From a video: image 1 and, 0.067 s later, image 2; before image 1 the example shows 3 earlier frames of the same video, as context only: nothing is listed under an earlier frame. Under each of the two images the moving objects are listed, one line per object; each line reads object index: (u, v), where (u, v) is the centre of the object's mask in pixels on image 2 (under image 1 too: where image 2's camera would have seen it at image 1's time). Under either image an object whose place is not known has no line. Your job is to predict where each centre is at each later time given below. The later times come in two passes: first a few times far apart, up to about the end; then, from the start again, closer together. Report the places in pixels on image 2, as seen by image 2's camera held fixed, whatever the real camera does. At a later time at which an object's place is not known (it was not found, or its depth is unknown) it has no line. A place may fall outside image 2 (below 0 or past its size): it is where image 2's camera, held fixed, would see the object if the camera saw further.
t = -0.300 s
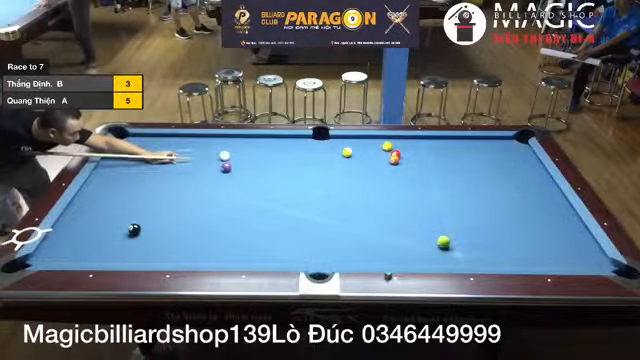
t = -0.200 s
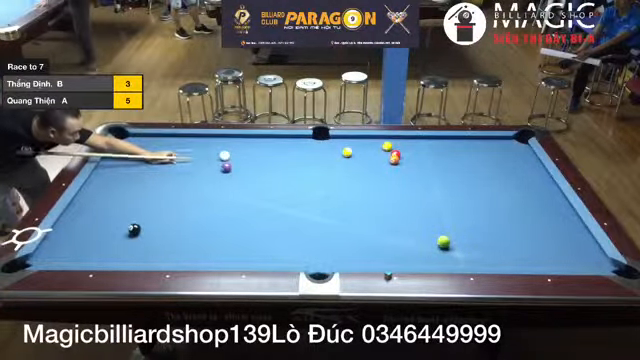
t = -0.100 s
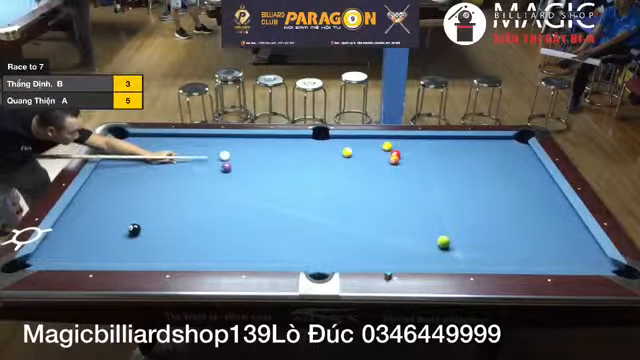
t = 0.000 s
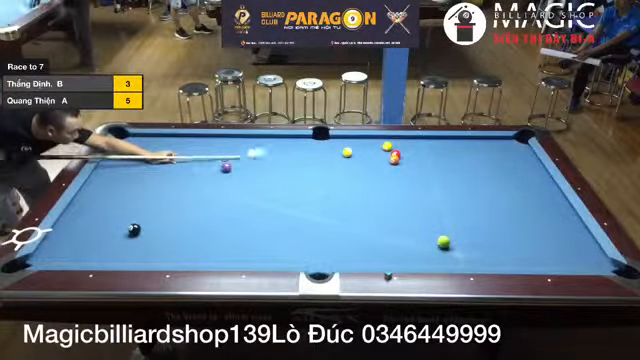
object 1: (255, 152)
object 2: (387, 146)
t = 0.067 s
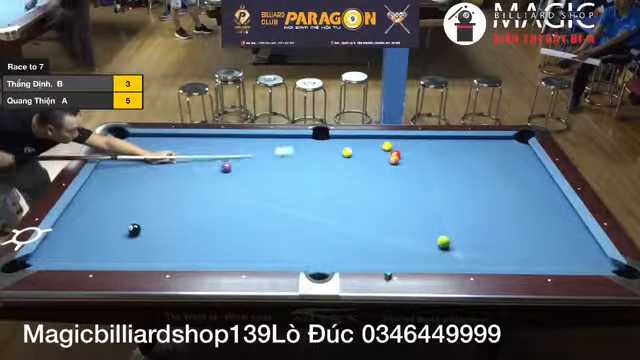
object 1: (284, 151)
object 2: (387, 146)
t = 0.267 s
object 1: (354, 146)
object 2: (387, 146)
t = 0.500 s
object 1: (380, 138)
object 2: (424, 150)
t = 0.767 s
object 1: (379, 141)
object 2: (475, 158)
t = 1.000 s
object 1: (377, 146)
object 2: (521, 163)
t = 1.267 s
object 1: (375, 150)
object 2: (521, 168)
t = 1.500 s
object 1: (373, 153)
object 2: (501, 172)
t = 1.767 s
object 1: (372, 156)
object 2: (480, 176)
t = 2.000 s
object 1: (370, 159)
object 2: (461, 180)
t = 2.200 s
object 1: (369, 162)
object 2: (439, 184)
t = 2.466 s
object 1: (368, 163)
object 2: (419, 187)
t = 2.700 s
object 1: (367, 165)
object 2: (401, 191)
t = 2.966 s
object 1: (366, 167)
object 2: (382, 196)
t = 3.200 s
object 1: (366, 167)
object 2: (366, 198)
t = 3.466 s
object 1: (366, 167)
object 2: (347, 201)
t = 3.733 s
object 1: (366, 167)
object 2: (329, 204)
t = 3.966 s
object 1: (366, 167)
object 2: (315, 207)
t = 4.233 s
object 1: (366, 167)
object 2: (299, 208)
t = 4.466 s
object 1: (366, 167)
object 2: (285, 214)
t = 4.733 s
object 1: (366, 167)
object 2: (272, 216)
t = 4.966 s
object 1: (366, 167)
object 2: (260, 218)
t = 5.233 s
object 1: (366, 167)
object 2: (247, 220)
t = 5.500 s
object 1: (366, 167)
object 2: (237, 222)
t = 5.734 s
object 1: (366, 168)
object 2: (227, 224)
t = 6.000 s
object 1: (366, 168)
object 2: (218, 226)
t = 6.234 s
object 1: (366, 167)
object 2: (211, 227)
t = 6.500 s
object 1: (366, 167)
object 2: (204, 229)
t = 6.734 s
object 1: (366, 167)
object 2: (199, 230)
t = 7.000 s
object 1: (366, 167)
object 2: (195, 230)
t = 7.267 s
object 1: (366, 168)
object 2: (192, 231)
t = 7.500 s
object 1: (366, 167)
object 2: (191, 231)
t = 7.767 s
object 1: (366, 168)
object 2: (190, 231)
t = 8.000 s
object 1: (366, 168)
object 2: (190, 231)
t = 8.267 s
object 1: (366, 168)
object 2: (190, 231)
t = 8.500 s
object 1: (366, 168)
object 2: (190, 231)
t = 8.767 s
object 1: (366, 168)
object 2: (190, 231)
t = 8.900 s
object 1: (366, 168)
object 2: (190, 231)
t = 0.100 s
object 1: (297, 150)
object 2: (387, 146)
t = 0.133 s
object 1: (309, 150)
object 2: (387, 146)
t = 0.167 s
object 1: (321, 149)
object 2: (387, 146)
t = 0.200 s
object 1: (332, 148)
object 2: (387, 146)
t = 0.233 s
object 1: (343, 146)
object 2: (387, 146)
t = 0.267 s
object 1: (354, 146)
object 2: (387, 146)
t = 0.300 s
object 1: (365, 145)
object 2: (387, 146)
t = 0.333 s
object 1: (374, 145)
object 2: (387, 146)
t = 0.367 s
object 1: (378, 144)
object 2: (389, 146)
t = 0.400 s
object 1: (379, 142)
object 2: (401, 148)
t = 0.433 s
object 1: (379, 141)
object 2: (409, 148)
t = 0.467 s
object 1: (380, 139)
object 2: (416, 149)
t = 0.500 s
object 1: (380, 138)
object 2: (424, 150)
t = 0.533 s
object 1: (380, 138)
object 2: (430, 151)
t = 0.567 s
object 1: (380, 138)
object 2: (437, 152)
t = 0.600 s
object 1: (380, 139)
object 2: (444, 153)
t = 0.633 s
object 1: (380, 139)
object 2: (451, 154)
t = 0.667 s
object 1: (379, 140)
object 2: (457, 155)
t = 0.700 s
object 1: (379, 140)
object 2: (463, 156)
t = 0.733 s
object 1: (379, 141)
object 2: (469, 156)
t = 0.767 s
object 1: (379, 141)
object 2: (475, 158)
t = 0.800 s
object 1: (378, 143)
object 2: (481, 158)
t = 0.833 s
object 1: (378, 143)
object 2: (489, 159)
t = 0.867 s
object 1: (378, 143)
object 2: (495, 160)
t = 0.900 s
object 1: (378, 143)
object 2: (501, 161)
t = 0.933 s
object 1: (377, 144)
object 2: (507, 162)
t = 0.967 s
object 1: (377, 145)
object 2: (515, 162)
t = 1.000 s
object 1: (377, 146)
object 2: (521, 163)
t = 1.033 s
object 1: (377, 146)
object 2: (528, 164)
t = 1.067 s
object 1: (376, 147)
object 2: (535, 165)
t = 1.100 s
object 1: (376, 147)
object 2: (537, 165)
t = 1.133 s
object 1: (376, 147)
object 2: (534, 166)
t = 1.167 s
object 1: (376, 148)
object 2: (530, 167)
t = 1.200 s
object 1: (375, 149)
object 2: (527, 167)
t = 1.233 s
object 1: (375, 149)
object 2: (524, 168)
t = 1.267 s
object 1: (375, 150)
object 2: (521, 168)
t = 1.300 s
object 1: (375, 150)
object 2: (518, 169)
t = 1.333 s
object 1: (375, 150)
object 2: (516, 169)
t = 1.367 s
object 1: (374, 151)
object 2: (515, 169)
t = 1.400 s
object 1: (374, 151)
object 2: (511, 170)
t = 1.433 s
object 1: (374, 152)
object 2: (507, 171)
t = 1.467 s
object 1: (373, 153)
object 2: (504, 172)
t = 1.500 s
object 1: (373, 153)
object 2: (501, 172)
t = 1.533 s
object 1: (373, 153)
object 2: (498, 172)
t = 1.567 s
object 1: (373, 154)
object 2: (496, 173)
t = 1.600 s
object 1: (373, 154)
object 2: (493, 174)
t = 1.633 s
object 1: (373, 155)
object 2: (490, 174)
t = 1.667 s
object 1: (373, 155)
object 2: (488, 175)
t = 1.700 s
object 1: (372, 155)
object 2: (485, 175)
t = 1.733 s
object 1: (372, 156)
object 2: (482, 176)
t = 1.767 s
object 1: (372, 156)
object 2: (480, 176)
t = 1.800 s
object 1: (372, 156)
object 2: (477, 177)
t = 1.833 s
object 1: (372, 157)
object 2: (475, 177)
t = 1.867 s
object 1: (371, 158)
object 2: (471, 178)
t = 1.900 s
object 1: (371, 158)
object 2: (469, 178)
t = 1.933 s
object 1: (371, 158)
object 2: (466, 179)
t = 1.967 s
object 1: (371, 159)
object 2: (463, 180)
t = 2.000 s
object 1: (370, 159)
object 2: (461, 180)
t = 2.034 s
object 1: (370, 159)
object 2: (458, 180)
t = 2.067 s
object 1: (370, 160)
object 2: (453, 181)
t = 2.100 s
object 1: (370, 160)
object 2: (451, 181)
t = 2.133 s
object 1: (369, 161)
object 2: (447, 182)
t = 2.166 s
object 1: (369, 161)
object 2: (442, 183)
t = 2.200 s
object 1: (369, 162)
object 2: (439, 184)
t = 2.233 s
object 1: (369, 162)
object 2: (437, 184)
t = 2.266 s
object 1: (369, 162)
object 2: (434, 185)
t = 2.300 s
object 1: (369, 162)
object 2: (432, 185)
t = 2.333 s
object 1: (369, 163)
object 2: (429, 186)
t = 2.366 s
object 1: (369, 163)
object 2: (426, 186)
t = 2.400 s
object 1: (368, 163)
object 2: (424, 187)
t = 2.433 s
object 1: (368, 163)
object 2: (422, 187)
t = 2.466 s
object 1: (368, 163)
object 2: (419, 187)
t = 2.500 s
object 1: (368, 164)
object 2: (416, 188)
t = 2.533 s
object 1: (368, 164)
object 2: (414, 189)
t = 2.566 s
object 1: (368, 164)
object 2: (411, 190)
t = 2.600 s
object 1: (367, 164)
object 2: (410, 190)
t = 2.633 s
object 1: (367, 164)
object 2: (406, 190)
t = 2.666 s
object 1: (367, 164)
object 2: (405, 190)
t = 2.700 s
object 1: (367, 165)
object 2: (401, 191)
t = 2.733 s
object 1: (367, 165)
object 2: (399, 192)
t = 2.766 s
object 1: (367, 165)
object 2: (398, 192)
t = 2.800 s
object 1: (367, 165)
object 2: (395, 192)
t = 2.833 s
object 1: (367, 166)
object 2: (392, 193)
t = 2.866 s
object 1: (367, 166)
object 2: (390, 194)
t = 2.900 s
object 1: (367, 166)
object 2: (388, 194)
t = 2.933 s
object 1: (366, 167)
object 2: (386, 195)
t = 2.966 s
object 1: (366, 167)
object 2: (382, 196)
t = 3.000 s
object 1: (366, 167)
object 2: (379, 196)
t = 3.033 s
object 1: (366, 167)
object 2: (377, 197)
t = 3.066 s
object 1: (366, 167)
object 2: (375, 197)
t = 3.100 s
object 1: (366, 167)
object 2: (372, 197)
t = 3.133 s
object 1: (366, 167)
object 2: (370, 197)
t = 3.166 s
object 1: (366, 167)
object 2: (368, 198)
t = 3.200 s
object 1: (366, 167)
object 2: (366, 198)
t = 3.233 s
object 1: (366, 167)
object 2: (363, 199)
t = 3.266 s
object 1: (366, 167)
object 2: (360, 199)
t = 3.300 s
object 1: (366, 167)
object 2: (358, 199)
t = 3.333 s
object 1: (366, 167)
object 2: (356, 200)
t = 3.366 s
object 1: (366, 167)
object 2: (354, 200)
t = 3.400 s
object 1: (366, 167)
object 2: (352, 201)
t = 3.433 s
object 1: (366, 167)
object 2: (349, 201)
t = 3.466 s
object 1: (366, 167)
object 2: (347, 201)
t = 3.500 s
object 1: (366, 167)
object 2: (345, 202)
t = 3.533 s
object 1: (366, 167)
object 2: (343, 202)
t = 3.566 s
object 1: (366, 167)
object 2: (340, 203)
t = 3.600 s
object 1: (366, 167)
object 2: (338, 203)
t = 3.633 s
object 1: (366, 167)
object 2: (336, 203)
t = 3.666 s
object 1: (366, 167)
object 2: (334, 204)
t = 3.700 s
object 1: (366, 167)
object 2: (332, 204)
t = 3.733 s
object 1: (366, 167)
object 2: (329, 204)
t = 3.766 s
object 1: (366, 167)
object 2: (327, 205)
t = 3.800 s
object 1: (366, 167)
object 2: (325, 205)
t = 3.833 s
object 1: (366, 167)
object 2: (323, 205)
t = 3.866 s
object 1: (366, 167)
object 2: (322, 206)
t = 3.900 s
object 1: (366, 167)
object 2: (320, 206)
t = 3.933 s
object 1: (366, 167)
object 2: (317, 207)
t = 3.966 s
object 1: (366, 167)
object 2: (315, 207)
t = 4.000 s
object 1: (366, 167)
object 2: (313, 207)
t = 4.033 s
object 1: (366, 167)
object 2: (310, 208)
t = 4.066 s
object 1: (366, 167)
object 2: (309, 209)
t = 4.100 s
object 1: (366, 167)
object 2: (307, 209)
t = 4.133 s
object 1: (366, 167)
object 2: (305, 209)
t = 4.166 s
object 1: (366, 167)
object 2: (303, 210)
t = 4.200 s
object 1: (366, 167)
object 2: (300, 210)
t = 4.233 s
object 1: (366, 167)
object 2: (299, 208)
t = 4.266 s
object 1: (366, 167)
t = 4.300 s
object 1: (366, 167)
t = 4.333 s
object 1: (366, 167)
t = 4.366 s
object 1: (366, 167)
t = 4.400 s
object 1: (366, 167)
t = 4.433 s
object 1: (366, 167)
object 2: (288, 213)
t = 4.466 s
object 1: (366, 167)
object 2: (285, 214)
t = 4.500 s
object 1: (366, 167)
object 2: (284, 214)
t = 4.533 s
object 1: (366, 167)
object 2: (282, 214)
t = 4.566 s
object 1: (366, 167)
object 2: (281, 214)
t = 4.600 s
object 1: (366, 167)
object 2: (278, 214)
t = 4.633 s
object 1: (366, 167)
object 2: (277, 215)
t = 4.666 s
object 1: (366, 167)
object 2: (275, 215)
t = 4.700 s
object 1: (366, 167)
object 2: (273, 215)
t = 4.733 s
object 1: (366, 167)
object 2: (272, 216)
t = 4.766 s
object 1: (366, 167)
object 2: (270, 216)
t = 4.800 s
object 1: (366, 167)
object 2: (268, 217)
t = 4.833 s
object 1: (366, 167)
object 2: (266, 217)
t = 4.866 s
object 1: (366, 167)
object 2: (265, 217)
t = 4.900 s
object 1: (366, 167)
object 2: (263, 217)
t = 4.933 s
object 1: (366, 167)
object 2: (262, 218)
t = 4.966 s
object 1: (366, 167)
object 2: (260, 218)
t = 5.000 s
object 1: (366, 167)
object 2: (258, 219)
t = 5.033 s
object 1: (366, 167)
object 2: (257, 219)
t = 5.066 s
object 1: (366, 167)
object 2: (255, 219)
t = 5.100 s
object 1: (366, 167)
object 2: (253, 219)
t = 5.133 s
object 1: (366, 167)
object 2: (251, 220)
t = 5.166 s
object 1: (366, 167)
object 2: (250, 220)
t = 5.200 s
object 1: (366, 167)
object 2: (249, 220)
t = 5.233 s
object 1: (366, 167)
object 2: (247, 220)
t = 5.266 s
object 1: (366, 167)
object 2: (246, 221)
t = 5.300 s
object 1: (366, 167)
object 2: (244, 221)
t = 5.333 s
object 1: (366, 167)
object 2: (243, 221)
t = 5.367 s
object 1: (366, 167)
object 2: (242, 221)
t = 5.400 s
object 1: (366, 167)
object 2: (241, 222)
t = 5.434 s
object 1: (366, 167)
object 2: (239, 222)
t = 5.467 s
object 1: (366, 167)
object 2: (238, 222)
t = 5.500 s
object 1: (366, 167)
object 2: (237, 222)
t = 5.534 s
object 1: (366, 167)
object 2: (235, 222)
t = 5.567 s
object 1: (366, 167)
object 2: (234, 223)
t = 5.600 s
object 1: (366, 167)
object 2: (232, 223)
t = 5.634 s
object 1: (366, 168)
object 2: (231, 223)
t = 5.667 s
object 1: (366, 168)
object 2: (230, 223)
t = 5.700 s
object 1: (366, 168)
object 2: (228, 224)
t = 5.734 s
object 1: (366, 168)
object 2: (227, 224)
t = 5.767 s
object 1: (366, 168)
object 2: (226, 224)
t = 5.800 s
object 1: (366, 168)
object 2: (225, 224)
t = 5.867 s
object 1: (366, 168)
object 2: (223, 225)
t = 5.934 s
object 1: (366, 168)
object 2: (220, 226)
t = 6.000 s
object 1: (366, 168)
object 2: (218, 226)
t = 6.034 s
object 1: (366, 167)
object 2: (217, 226)
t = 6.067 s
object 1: (366, 167)
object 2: (216, 226)
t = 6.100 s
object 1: (366, 167)
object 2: (215, 226)
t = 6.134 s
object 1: (366, 167)
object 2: (214, 227)
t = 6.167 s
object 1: (366, 167)
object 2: (213, 227)
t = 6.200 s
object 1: (366, 167)
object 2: (212, 227)
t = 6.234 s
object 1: (366, 167)
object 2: (211, 227)
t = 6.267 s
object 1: (366, 167)
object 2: (210, 228)
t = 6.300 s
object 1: (366, 167)
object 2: (210, 228)
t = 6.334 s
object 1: (366, 167)
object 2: (208, 228)
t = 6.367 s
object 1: (366, 167)
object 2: (207, 228)
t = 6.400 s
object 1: (366, 167)
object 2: (207, 228)
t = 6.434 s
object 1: (366, 167)
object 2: (206, 228)
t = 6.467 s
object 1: (366, 167)
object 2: (205, 228)
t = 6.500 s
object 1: (366, 167)
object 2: (204, 229)
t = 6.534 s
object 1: (366, 167)
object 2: (204, 228)
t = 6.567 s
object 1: (366, 167)
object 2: (203, 229)
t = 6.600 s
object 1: (366, 167)
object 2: (202, 229)
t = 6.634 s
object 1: (366, 167)
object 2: (201, 229)
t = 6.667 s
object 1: (366, 167)
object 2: (201, 229)
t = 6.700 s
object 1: (366, 167)
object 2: (200, 229)
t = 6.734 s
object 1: (366, 167)
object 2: (199, 230)
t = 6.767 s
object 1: (366, 167)
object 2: (199, 230)
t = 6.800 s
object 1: (366, 167)
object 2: (198, 230)
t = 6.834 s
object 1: (366, 167)
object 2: (198, 230)
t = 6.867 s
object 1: (366, 167)
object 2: (197, 230)
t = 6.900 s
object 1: (366, 167)
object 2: (196, 230)
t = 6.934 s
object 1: (366, 167)
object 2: (196, 230)
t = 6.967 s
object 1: (366, 167)
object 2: (196, 230)
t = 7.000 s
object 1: (366, 167)
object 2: (195, 230)
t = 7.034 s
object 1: (366, 168)
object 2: (195, 230)
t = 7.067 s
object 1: (366, 167)
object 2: (195, 230)
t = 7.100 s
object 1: (366, 167)
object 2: (193, 230)
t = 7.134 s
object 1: (366, 168)
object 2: (193, 231)
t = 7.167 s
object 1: (366, 167)
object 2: (193, 231)
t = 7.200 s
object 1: (366, 167)
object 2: (192, 231)
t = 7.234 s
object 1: (366, 168)
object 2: (192, 231)
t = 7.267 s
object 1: (366, 168)
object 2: (192, 231)
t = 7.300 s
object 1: (366, 168)
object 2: (192, 231)
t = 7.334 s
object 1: (366, 168)
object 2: (192, 231)
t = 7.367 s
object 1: (366, 167)
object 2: (192, 231)
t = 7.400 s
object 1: (366, 167)
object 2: (191, 231)
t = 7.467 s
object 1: (366, 167)
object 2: (191, 231)
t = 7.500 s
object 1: (366, 167)
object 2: (191, 231)
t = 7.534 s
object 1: (366, 168)
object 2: (190, 231)
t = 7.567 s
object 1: (366, 168)
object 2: (190, 231)
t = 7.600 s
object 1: (366, 168)
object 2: (190, 231)
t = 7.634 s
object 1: (366, 168)
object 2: (190, 231)
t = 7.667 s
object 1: (366, 168)
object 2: (190, 231)
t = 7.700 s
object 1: (366, 168)
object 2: (190, 231)
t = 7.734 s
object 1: (366, 168)
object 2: (190, 231)
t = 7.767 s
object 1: (366, 168)
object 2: (190, 231)
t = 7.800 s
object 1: (366, 168)
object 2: (190, 231)
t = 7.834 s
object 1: (366, 168)
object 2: (190, 231)
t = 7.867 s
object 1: (366, 168)
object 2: (190, 231)
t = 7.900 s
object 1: (366, 168)
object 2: (190, 231)
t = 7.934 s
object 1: (366, 168)
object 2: (190, 231)
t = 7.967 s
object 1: (366, 168)
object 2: (190, 231)
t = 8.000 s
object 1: (366, 168)
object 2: (190, 231)
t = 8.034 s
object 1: (366, 168)
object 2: (190, 231)
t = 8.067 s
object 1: (366, 168)
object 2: (190, 231)
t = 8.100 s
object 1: (366, 168)
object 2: (190, 231)
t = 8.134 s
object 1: (366, 168)
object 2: (190, 231)
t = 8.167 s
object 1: (366, 168)
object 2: (190, 231)
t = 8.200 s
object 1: (366, 168)
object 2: (190, 231)
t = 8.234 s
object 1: (366, 168)
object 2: (190, 231)
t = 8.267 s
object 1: (366, 168)
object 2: (190, 231)
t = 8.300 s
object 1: (366, 168)
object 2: (190, 231)
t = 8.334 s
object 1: (366, 168)
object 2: (190, 231)
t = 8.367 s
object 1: (366, 168)
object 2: (190, 231)
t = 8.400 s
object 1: (366, 168)
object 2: (190, 231)
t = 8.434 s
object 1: (366, 168)
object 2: (190, 231)
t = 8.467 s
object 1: (366, 168)
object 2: (190, 231)
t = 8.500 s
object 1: (366, 168)
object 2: (190, 231)
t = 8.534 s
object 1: (366, 168)
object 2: (190, 231)
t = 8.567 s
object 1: (366, 168)
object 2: (190, 231)
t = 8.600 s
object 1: (366, 168)
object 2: (190, 231)
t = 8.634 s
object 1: (366, 168)
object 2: (190, 231)
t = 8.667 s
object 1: (366, 168)
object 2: (190, 231)
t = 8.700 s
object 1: (366, 168)
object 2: (190, 231)
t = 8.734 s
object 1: (366, 168)
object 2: (190, 231)
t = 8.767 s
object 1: (366, 168)
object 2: (190, 231)
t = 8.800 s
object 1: (366, 168)
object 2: (190, 231)
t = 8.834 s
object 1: (366, 168)
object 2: (190, 231)
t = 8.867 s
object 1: (366, 168)
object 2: (190, 231)
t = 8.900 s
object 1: (366, 168)
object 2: (190, 231)
